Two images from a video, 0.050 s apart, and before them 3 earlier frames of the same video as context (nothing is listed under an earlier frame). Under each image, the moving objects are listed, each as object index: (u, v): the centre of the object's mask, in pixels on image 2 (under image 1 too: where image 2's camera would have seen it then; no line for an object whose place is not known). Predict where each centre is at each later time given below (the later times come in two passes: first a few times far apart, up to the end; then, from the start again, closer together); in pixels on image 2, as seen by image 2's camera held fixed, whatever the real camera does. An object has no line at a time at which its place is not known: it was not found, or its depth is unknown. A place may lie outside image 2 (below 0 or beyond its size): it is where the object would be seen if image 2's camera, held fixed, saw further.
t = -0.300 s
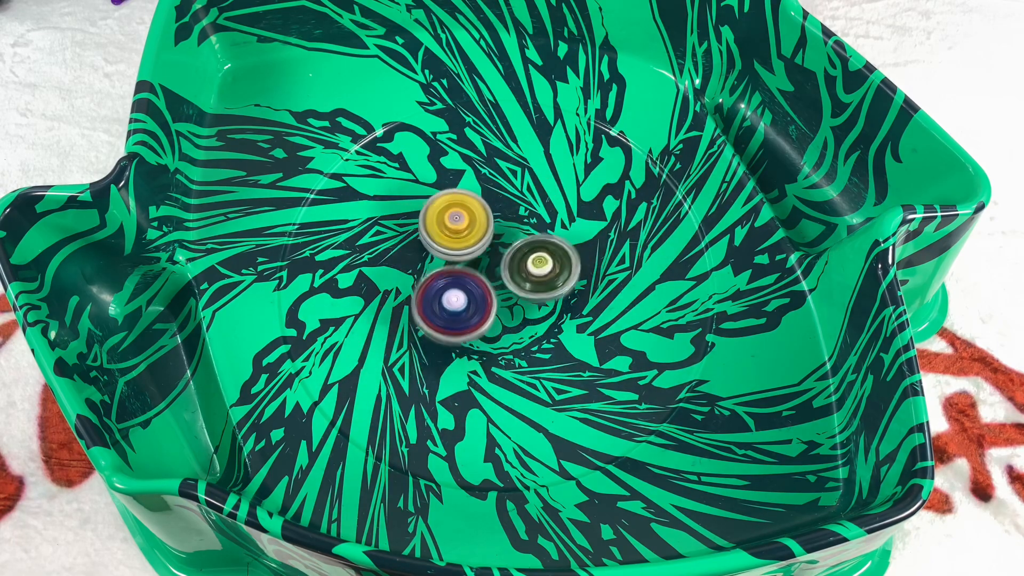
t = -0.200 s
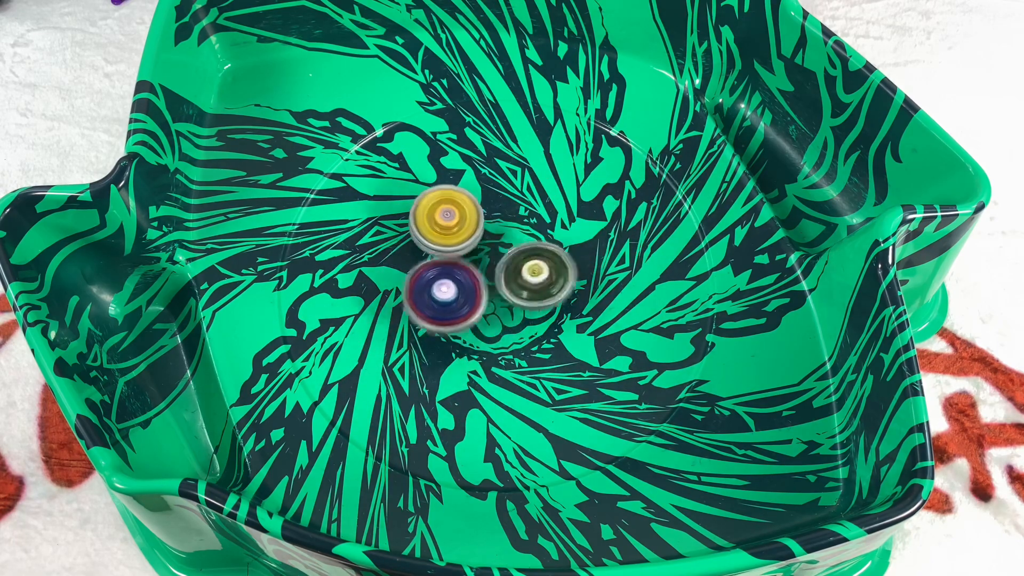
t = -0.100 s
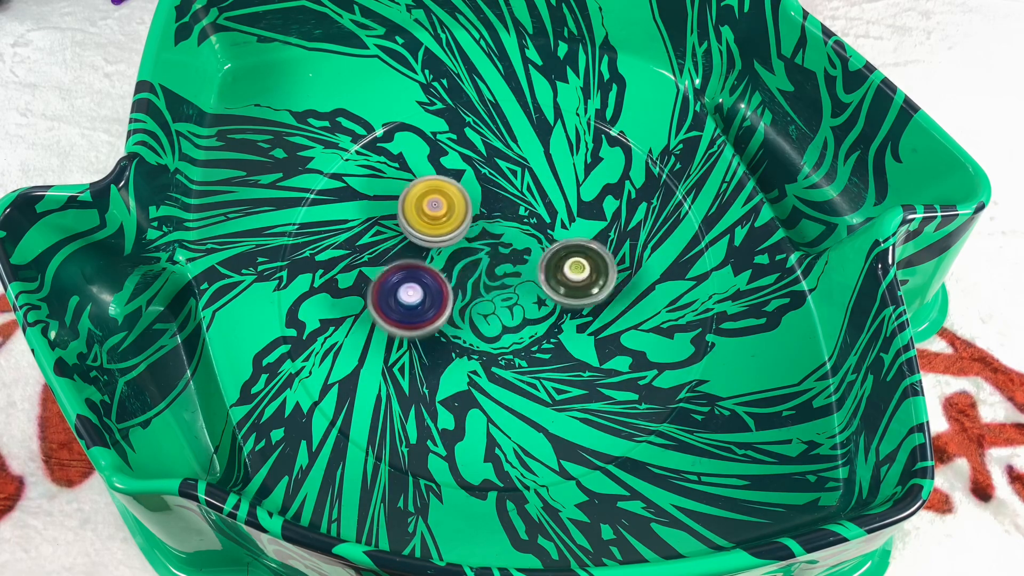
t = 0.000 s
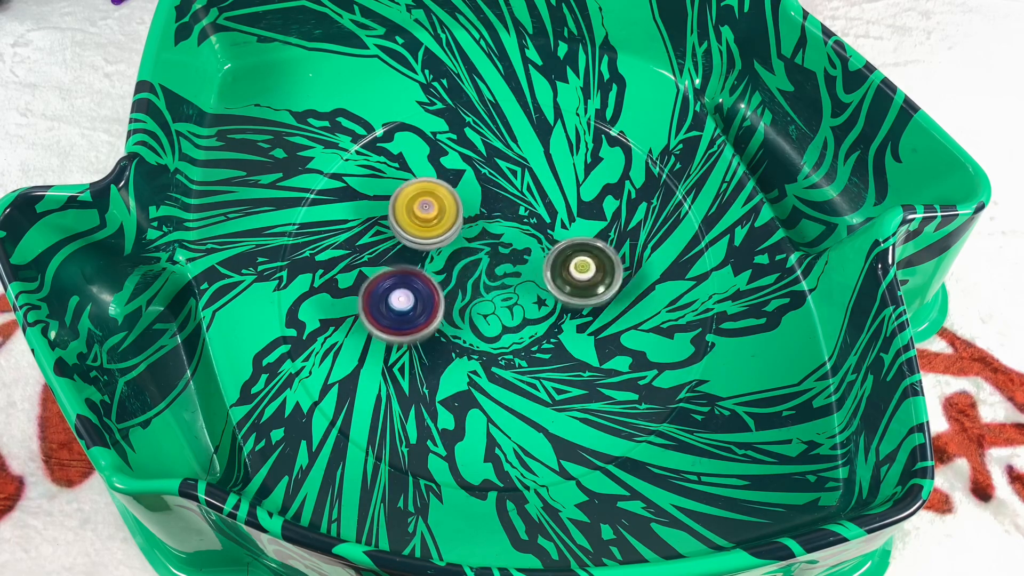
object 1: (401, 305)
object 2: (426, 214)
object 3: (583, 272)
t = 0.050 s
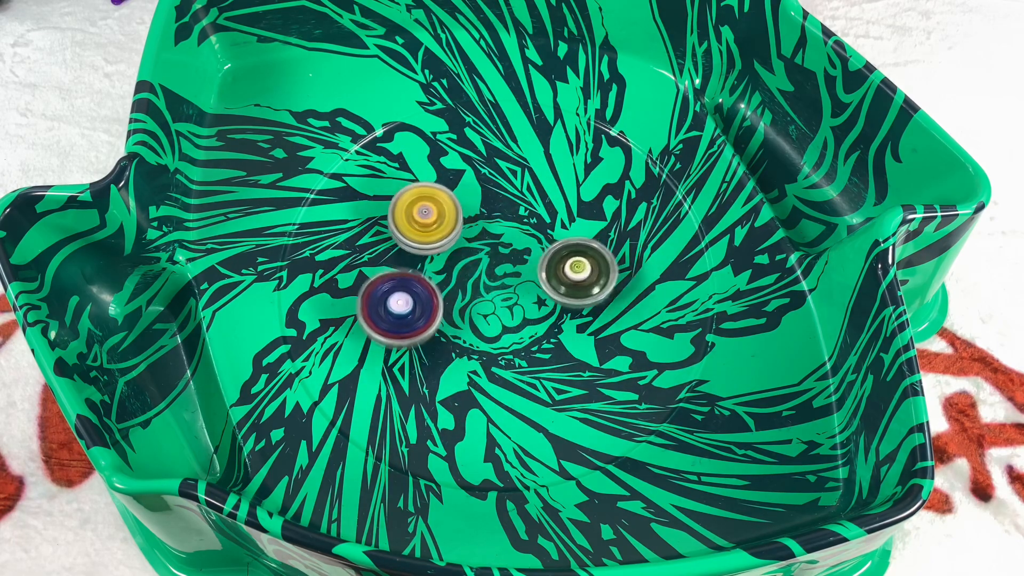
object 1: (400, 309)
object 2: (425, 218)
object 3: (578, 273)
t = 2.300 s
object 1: (456, 260)
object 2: (556, 201)
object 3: (539, 289)
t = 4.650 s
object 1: (435, 235)
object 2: (485, 298)
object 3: (590, 328)
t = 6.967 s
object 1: (497, 201)
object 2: (472, 299)
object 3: (557, 323)
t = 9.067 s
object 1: (554, 147)
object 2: (423, 351)
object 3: (539, 316)
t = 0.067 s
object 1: (400, 310)
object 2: (426, 220)
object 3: (576, 272)
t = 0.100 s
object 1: (400, 311)
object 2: (428, 225)
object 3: (571, 272)
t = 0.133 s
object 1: (402, 312)
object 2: (432, 229)
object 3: (566, 272)
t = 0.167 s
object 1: (405, 313)
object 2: (439, 233)
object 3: (560, 272)
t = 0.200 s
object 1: (408, 313)
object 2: (447, 236)
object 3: (554, 271)
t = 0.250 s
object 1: (415, 311)
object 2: (460, 238)
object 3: (545, 270)
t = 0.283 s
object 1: (421, 309)
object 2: (468, 238)
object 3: (540, 269)
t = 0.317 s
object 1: (426, 306)
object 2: (470, 232)
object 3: (544, 275)
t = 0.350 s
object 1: (431, 302)
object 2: (472, 227)
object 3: (549, 280)
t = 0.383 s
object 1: (435, 297)
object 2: (473, 222)
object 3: (549, 284)
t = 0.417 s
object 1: (440, 291)
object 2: (473, 218)
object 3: (549, 286)
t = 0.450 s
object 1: (444, 285)
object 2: (471, 214)
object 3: (547, 287)
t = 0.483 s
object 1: (448, 279)
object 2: (470, 210)
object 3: (544, 286)
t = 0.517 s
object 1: (450, 273)
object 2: (469, 206)
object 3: (541, 286)
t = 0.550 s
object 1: (451, 270)
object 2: (467, 202)
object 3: (538, 286)
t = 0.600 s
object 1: (451, 267)
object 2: (464, 196)
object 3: (533, 285)
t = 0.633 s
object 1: (447, 265)
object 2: (461, 191)
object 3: (535, 285)
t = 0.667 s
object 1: (444, 262)
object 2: (458, 188)
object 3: (537, 286)
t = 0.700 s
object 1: (442, 261)
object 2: (455, 186)
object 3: (536, 286)
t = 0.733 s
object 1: (440, 259)
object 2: (451, 187)
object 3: (535, 286)
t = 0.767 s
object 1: (439, 257)
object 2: (449, 187)
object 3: (534, 286)
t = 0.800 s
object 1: (437, 259)
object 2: (448, 188)
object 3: (532, 285)
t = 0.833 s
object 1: (435, 261)
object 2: (448, 188)
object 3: (530, 285)
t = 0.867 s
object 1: (434, 264)
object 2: (448, 189)
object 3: (527, 284)
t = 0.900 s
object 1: (434, 265)
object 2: (449, 189)
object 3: (526, 283)
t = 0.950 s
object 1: (436, 268)
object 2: (453, 194)
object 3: (523, 281)
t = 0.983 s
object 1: (437, 270)
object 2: (457, 197)
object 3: (522, 281)
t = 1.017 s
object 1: (422, 266)
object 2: (462, 200)
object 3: (543, 285)
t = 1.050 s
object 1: (411, 265)
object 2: (467, 203)
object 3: (561, 289)
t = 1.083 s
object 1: (405, 266)
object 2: (474, 205)
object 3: (576, 292)
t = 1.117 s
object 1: (401, 268)
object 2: (482, 207)
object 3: (586, 292)
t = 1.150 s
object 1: (399, 271)
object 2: (490, 208)
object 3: (592, 292)
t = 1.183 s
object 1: (399, 274)
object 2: (498, 208)
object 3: (594, 291)
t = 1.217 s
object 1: (400, 278)
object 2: (506, 207)
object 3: (595, 289)
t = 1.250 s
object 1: (402, 282)
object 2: (513, 206)
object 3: (595, 287)
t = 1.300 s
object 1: (407, 287)
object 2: (522, 203)
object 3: (594, 284)
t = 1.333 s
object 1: (412, 289)
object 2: (528, 201)
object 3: (594, 281)
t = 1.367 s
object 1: (418, 292)
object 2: (532, 198)
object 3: (594, 279)
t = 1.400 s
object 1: (425, 294)
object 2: (536, 195)
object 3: (593, 277)
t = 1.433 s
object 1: (433, 294)
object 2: (539, 193)
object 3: (593, 275)
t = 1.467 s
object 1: (441, 293)
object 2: (541, 191)
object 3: (592, 274)
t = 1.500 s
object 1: (449, 290)
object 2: (542, 190)
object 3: (591, 272)
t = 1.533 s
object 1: (457, 287)
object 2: (542, 189)
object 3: (590, 271)
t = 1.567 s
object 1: (465, 283)
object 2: (542, 190)
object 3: (589, 269)
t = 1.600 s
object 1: (473, 278)
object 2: (541, 192)
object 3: (588, 268)
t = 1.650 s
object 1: (481, 269)
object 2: (539, 197)
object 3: (586, 266)
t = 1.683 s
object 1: (486, 262)
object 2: (539, 201)
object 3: (584, 264)
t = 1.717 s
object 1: (488, 257)
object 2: (539, 204)
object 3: (582, 263)
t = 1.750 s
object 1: (486, 255)
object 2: (542, 202)
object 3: (583, 266)
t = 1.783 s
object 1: (486, 252)
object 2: (544, 199)
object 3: (582, 270)
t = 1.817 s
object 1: (486, 248)
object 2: (544, 197)
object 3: (581, 272)
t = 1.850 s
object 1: (486, 244)
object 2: (543, 195)
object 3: (578, 273)
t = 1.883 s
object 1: (485, 242)
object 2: (542, 195)
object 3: (577, 272)
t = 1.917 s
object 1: (482, 240)
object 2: (542, 194)
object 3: (575, 272)
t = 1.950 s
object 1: (480, 239)
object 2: (542, 195)
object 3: (572, 272)
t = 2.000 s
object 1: (477, 238)
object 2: (540, 197)
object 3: (569, 272)
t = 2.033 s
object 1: (472, 239)
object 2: (541, 198)
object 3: (567, 272)
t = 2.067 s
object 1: (468, 240)
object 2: (544, 199)
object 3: (564, 272)
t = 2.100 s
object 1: (465, 242)
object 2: (547, 201)
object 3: (561, 272)
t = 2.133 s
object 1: (462, 244)
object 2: (549, 203)
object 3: (558, 272)
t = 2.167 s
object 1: (459, 247)
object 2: (551, 204)
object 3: (555, 273)
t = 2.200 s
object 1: (458, 250)
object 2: (553, 205)
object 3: (553, 275)
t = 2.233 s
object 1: (456, 253)
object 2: (554, 207)
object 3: (549, 275)
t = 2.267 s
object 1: (456, 256)
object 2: (555, 203)
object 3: (544, 283)
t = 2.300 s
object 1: (456, 260)
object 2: (556, 201)
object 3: (539, 289)
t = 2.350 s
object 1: (455, 263)
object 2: (554, 198)
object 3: (538, 296)
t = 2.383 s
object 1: (452, 264)
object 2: (551, 197)
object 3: (541, 302)
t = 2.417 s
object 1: (451, 266)
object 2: (548, 197)
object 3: (541, 304)
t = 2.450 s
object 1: (451, 269)
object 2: (544, 200)
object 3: (540, 306)
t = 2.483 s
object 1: (452, 272)
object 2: (540, 204)
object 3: (538, 307)
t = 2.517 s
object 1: (453, 275)
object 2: (537, 209)
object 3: (536, 308)
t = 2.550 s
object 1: (456, 278)
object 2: (534, 216)
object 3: (534, 309)
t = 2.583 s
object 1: (454, 278)
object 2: (533, 223)
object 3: (539, 313)
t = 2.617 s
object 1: (454, 279)
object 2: (533, 231)
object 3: (542, 315)
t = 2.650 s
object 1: (456, 281)
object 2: (534, 239)
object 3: (543, 317)
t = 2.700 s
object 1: (459, 282)
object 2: (539, 247)
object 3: (541, 322)
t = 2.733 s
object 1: (462, 283)
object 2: (542, 244)
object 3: (538, 339)
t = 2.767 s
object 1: (466, 283)
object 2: (545, 242)
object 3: (534, 352)
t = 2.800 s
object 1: (470, 283)
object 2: (548, 240)
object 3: (531, 361)
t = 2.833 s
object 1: (473, 282)
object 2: (548, 238)
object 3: (528, 367)
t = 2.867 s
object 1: (477, 280)
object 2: (548, 235)
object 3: (526, 369)
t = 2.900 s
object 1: (481, 278)
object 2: (547, 234)
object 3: (524, 370)
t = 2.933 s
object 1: (483, 276)
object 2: (546, 233)
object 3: (522, 371)
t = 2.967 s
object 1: (476, 279)
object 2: (551, 229)
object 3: (521, 370)
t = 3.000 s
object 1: (472, 281)
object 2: (553, 224)
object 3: (520, 369)
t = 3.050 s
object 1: (469, 284)
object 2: (553, 218)
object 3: (517, 368)
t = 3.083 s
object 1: (467, 286)
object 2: (552, 214)
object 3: (515, 366)
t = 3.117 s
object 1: (466, 288)
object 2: (548, 212)
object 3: (512, 364)
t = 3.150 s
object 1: (465, 291)
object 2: (544, 211)
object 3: (510, 362)
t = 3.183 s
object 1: (465, 293)
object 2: (539, 211)
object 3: (508, 361)
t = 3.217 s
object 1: (465, 293)
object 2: (534, 213)
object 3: (507, 362)
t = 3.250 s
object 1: (465, 290)
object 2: (529, 217)
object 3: (507, 366)
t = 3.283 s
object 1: (461, 279)
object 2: (525, 222)
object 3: (512, 380)
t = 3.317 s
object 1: (457, 272)
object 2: (521, 228)
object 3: (514, 390)
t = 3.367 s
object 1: (443, 272)
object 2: (527, 233)
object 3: (515, 395)
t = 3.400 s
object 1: (434, 272)
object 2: (532, 236)
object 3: (515, 395)
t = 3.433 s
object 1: (428, 273)
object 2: (538, 238)
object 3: (514, 394)
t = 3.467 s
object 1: (422, 274)
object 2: (543, 240)
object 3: (513, 393)
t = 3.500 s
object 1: (417, 276)
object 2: (548, 241)
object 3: (512, 392)
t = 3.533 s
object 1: (412, 278)
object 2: (553, 242)
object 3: (511, 389)
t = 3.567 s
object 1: (409, 281)
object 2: (557, 242)
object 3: (510, 387)
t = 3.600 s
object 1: (407, 284)
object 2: (561, 242)
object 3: (510, 384)
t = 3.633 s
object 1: (405, 288)
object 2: (564, 241)
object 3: (508, 381)
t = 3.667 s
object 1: (405, 291)
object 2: (566, 241)
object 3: (507, 376)
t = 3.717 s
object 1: (408, 297)
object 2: (567, 241)
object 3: (505, 370)
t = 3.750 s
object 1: (412, 300)
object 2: (566, 241)
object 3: (504, 366)
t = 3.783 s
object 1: (417, 304)
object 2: (565, 242)
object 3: (503, 362)
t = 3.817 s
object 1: (423, 306)
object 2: (562, 243)
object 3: (502, 358)
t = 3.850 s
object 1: (430, 306)
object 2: (560, 246)
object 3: (500, 353)
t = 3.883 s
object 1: (427, 294)
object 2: (557, 248)
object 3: (514, 363)
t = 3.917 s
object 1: (421, 276)
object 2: (554, 252)
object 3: (534, 379)
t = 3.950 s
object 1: (417, 262)
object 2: (552, 257)
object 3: (552, 392)
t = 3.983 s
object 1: (415, 251)
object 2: (550, 262)
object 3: (567, 400)
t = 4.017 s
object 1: (413, 243)
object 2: (548, 268)
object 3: (578, 403)
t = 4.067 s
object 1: (410, 235)
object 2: (546, 276)
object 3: (587, 402)
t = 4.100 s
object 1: (408, 232)
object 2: (546, 283)
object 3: (590, 398)
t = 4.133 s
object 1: (405, 230)
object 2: (547, 288)
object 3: (592, 393)
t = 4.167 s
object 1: (402, 229)
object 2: (548, 294)
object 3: (592, 387)
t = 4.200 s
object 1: (401, 228)
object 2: (549, 299)
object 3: (591, 380)
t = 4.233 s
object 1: (399, 227)
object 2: (551, 303)
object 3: (591, 372)
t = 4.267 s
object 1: (398, 227)
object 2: (551, 302)
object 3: (592, 372)
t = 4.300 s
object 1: (397, 227)
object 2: (549, 299)
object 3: (594, 372)
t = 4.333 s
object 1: (397, 227)
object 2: (545, 295)
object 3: (595, 370)
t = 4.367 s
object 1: (397, 228)
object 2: (541, 292)
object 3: (595, 367)
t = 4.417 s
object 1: (400, 229)
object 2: (531, 288)
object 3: (594, 360)
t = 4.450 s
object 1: (403, 230)
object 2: (524, 287)
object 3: (594, 355)
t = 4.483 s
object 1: (406, 231)
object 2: (517, 287)
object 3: (593, 351)
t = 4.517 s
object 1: (411, 233)
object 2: (510, 287)
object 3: (593, 346)
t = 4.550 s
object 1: (416, 234)
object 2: (503, 289)
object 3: (592, 341)
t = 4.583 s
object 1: (421, 235)
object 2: (496, 291)
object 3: (591, 337)
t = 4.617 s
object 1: (428, 235)
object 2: (490, 294)
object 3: (591, 333)
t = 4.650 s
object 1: (435, 235)
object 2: (485, 298)
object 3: (590, 328)
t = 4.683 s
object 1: (442, 234)
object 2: (481, 302)
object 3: (590, 325)
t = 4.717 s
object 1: (450, 234)
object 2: (478, 307)
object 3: (589, 321)
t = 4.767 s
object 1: (461, 232)
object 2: (474, 314)
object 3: (589, 315)
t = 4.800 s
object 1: (468, 230)
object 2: (474, 319)
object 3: (588, 311)
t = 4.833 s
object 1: (476, 228)
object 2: (474, 323)
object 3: (587, 308)
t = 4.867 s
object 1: (483, 226)
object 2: (475, 327)
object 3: (586, 304)
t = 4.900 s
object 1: (489, 223)
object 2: (478, 329)
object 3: (585, 301)
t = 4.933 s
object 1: (495, 220)
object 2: (481, 331)
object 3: (584, 298)
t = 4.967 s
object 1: (501, 217)
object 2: (485, 331)
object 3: (584, 295)
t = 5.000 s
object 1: (506, 214)
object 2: (490, 330)
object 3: (582, 292)
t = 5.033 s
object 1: (511, 211)
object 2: (493, 328)
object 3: (581, 289)
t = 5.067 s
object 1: (514, 208)
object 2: (496, 324)
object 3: (579, 286)
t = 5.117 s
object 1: (518, 204)
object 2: (498, 317)
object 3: (577, 282)
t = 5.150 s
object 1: (521, 201)
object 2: (499, 312)
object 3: (576, 280)
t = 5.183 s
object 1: (524, 199)
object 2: (498, 306)
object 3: (574, 278)
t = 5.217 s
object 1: (526, 197)
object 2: (496, 300)
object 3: (573, 275)
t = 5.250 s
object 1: (527, 195)
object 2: (493, 294)
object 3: (572, 273)
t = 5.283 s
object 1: (529, 193)
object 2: (489, 288)
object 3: (570, 272)
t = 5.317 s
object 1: (530, 192)
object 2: (484, 284)
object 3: (568, 270)
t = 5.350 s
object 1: (531, 191)
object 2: (479, 280)
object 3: (567, 268)
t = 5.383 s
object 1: (531, 190)
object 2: (473, 276)
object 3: (565, 266)
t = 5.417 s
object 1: (531, 190)
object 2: (466, 274)
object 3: (563, 264)
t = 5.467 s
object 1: (531, 191)
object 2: (456, 271)
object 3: (560, 262)
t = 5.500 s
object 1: (530, 192)
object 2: (450, 271)
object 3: (560, 262)
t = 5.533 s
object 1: (529, 192)
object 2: (445, 271)
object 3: (558, 265)
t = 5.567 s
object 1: (527, 192)
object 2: (440, 272)
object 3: (557, 266)
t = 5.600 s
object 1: (524, 193)
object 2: (436, 274)
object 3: (554, 266)
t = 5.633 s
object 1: (522, 196)
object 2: (432, 276)
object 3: (553, 266)
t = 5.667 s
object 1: (519, 197)
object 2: (430, 279)
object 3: (552, 269)
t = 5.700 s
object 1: (515, 196)
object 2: (429, 282)
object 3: (552, 277)
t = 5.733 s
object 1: (511, 199)
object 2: (430, 285)
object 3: (551, 283)
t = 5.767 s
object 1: (508, 203)
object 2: (432, 288)
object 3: (550, 287)
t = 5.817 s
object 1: (505, 212)
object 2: (437, 291)
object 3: (547, 288)
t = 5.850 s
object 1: (503, 219)
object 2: (442, 292)
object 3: (546, 288)
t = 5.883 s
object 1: (502, 224)
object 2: (447, 291)
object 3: (547, 293)
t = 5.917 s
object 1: (497, 221)
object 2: (453, 290)
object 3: (552, 306)
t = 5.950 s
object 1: (495, 221)
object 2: (459, 289)
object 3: (555, 317)
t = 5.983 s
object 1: (495, 218)
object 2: (461, 289)
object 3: (556, 323)
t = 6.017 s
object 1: (494, 216)
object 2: (465, 290)
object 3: (557, 326)
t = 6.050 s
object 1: (493, 215)
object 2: (469, 290)
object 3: (556, 328)
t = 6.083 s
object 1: (491, 214)
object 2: (473, 289)
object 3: (555, 328)
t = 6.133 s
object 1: (489, 210)
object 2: (478, 290)
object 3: (554, 329)
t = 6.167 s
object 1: (490, 195)
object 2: (480, 297)
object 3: (554, 329)
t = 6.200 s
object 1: (485, 184)
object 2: (479, 299)
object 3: (557, 332)
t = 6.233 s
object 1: (477, 176)
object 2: (479, 300)
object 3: (558, 333)
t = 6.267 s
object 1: (469, 169)
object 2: (479, 301)
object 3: (558, 334)
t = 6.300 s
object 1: (461, 167)
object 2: (480, 302)
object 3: (557, 334)
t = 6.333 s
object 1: (454, 168)
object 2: (480, 302)
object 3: (556, 333)
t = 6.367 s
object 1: (446, 172)
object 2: (481, 301)
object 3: (555, 333)
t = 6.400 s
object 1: (440, 178)
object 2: (477, 297)
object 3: (563, 338)
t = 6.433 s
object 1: (437, 187)
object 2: (474, 293)
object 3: (570, 342)
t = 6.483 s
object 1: (436, 204)
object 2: (469, 288)
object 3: (573, 345)
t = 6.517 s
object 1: (438, 215)
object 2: (465, 286)
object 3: (572, 345)
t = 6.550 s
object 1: (440, 210)
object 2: (464, 294)
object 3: (572, 344)
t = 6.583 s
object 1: (443, 210)
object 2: (465, 298)
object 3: (570, 342)
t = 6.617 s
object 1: (447, 210)
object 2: (465, 302)
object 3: (569, 341)
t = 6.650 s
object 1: (451, 209)
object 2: (466, 306)
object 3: (567, 339)
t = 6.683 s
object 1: (456, 208)
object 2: (467, 309)
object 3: (565, 337)
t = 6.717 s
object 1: (461, 209)
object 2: (470, 311)
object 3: (563, 335)
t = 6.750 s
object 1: (466, 209)
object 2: (474, 313)
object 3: (560, 333)
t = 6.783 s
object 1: (470, 207)
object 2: (478, 314)
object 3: (558, 331)
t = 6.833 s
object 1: (479, 206)
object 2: (477, 311)
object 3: (562, 330)
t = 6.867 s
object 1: (484, 206)
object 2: (476, 308)
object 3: (562, 329)
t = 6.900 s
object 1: (488, 203)
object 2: (475, 305)
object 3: (560, 327)
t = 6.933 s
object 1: (492, 202)
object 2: (473, 302)
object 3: (559, 325)
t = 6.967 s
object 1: (497, 201)
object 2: (472, 299)
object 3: (557, 323)
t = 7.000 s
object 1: (500, 201)
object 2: (469, 295)
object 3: (556, 320)
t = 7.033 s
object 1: (503, 199)
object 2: (467, 292)
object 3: (554, 318)
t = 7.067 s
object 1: (505, 197)
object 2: (464, 289)
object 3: (553, 316)
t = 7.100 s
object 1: (507, 197)
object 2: (461, 287)
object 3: (551, 314)
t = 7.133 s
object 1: (509, 198)
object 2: (458, 284)
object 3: (550, 311)
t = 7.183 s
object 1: (510, 198)
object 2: (454, 281)
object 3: (548, 308)
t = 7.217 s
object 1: (513, 199)
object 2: (451, 280)
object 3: (546, 305)
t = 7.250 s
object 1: (515, 201)
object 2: (448, 278)
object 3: (545, 303)
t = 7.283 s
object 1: (515, 203)
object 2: (446, 277)
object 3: (543, 300)
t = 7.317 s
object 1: (516, 205)
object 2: (445, 276)
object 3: (542, 297)
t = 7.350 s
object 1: (518, 208)
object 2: (444, 276)
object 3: (541, 295)
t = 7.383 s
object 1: (521, 211)
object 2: (443, 275)
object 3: (540, 292)
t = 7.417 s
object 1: (523, 215)
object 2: (442, 274)
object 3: (539, 289)
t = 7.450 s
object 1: (526, 202)
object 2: (443, 274)
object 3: (538, 308)
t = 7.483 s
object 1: (526, 190)
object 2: (444, 273)
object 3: (536, 328)
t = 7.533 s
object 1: (521, 175)
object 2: (447, 272)
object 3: (532, 351)
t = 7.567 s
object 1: (514, 168)
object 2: (449, 271)
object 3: (529, 361)
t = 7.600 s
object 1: (505, 163)
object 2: (451, 269)
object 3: (526, 367)
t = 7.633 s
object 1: (496, 161)
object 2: (454, 268)
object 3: (523, 369)
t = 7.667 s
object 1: (487, 163)
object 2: (456, 266)
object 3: (522, 369)
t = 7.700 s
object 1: (476, 168)
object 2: (459, 263)
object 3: (523, 367)
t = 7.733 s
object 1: (468, 176)
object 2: (461, 260)
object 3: (524, 365)
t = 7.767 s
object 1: (462, 184)
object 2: (463, 257)
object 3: (525, 363)
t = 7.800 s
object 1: (460, 188)
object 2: (464, 265)
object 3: (526, 360)
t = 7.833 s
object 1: (459, 196)
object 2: (467, 272)
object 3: (527, 358)
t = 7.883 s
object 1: (459, 205)
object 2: (473, 285)
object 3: (529, 354)
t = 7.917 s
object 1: (462, 208)
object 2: (478, 296)
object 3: (530, 353)
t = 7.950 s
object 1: (467, 214)
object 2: (481, 301)
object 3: (539, 360)
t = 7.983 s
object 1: (474, 220)
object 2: (486, 304)
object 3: (543, 363)
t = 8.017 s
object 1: (480, 225)
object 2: (491, 308)
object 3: (546, 363)
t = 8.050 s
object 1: (489, 228)
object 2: (495, 307)
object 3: (551, 368)
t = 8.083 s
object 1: (500, 231)
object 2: (499, 306)
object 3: (555, 369)
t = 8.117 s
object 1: (512, 227)
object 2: (499, 315)
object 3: (556, 369)
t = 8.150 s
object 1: (520, 223)
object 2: (496, 317)
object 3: (562, 375)
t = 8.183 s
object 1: (528, 217)
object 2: (495, 319)
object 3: (567, 379)
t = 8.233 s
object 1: (541, 208)
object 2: (492, 323)
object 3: (569, 381)
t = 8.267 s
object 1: (546, 202)
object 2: (490, 326)
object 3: (570, 380)
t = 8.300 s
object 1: (549, 196)
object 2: (488, 329)
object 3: (571, 379)
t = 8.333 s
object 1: (550, 189)
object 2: (487, 331)
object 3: (571, 377)
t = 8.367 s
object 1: (550, 183)
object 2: (486, 333)
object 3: (571, 375)
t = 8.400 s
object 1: (548, 180)
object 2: (487, 334)
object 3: (571, 373)
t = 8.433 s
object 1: (543, 178)
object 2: (487, 334)
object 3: (571, 371)
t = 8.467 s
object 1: (538, 177)
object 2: (488, 332)
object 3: (570, 369)
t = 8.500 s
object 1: (533, 179)
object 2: (489, 330)
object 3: (569, 367)
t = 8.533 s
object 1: (528, 181)
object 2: (489, 328)
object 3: (568, 365)
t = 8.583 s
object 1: (520, 190)
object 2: (488, 322)
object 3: (567, 362)
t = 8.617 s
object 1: (515, 198)
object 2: (487, 318)
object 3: (566, 360)
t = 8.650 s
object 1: (511, 207)
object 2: (485, 314)
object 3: (564, 357)
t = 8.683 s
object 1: (511, 218)
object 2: (483, 309)
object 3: (563, 355)
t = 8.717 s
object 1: (513, 230)
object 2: (480, 305)
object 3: (561, 352)
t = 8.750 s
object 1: (521, 236)
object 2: (473, 306)
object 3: (558, 350)
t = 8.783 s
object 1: (540, 229)
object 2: (463, 311)
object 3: (556, 346)
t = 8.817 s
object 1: (555, 220)
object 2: (455, 316)
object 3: (554, 343)
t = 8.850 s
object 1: (568, 210)
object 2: (448, 320)
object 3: (552, 340)
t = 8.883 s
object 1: (576, 196)
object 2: (442, 324)
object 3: (550, 337)
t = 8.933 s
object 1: (580, 176)
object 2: (434, 331)
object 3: (547, 331)
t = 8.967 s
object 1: (579, 164)
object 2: (430, 336)
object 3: (545, 328)
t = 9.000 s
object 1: (574, 155)
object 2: (427, 341)
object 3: (543, 325)
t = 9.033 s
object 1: (565, 150)
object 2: (425, 346)
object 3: (541, 320)
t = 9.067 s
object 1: (554, 147)
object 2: (423, 351)
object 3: (539, 316)
